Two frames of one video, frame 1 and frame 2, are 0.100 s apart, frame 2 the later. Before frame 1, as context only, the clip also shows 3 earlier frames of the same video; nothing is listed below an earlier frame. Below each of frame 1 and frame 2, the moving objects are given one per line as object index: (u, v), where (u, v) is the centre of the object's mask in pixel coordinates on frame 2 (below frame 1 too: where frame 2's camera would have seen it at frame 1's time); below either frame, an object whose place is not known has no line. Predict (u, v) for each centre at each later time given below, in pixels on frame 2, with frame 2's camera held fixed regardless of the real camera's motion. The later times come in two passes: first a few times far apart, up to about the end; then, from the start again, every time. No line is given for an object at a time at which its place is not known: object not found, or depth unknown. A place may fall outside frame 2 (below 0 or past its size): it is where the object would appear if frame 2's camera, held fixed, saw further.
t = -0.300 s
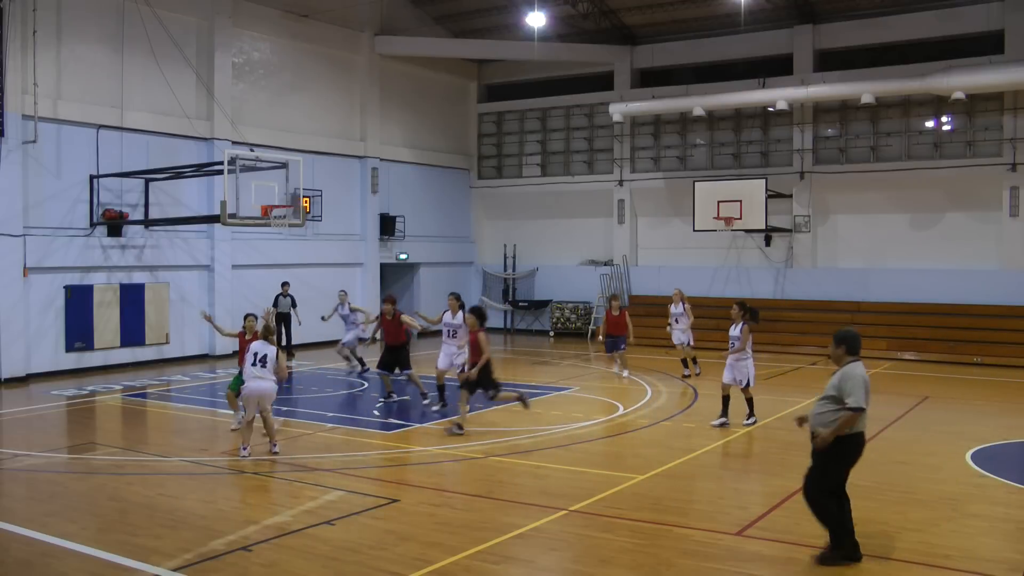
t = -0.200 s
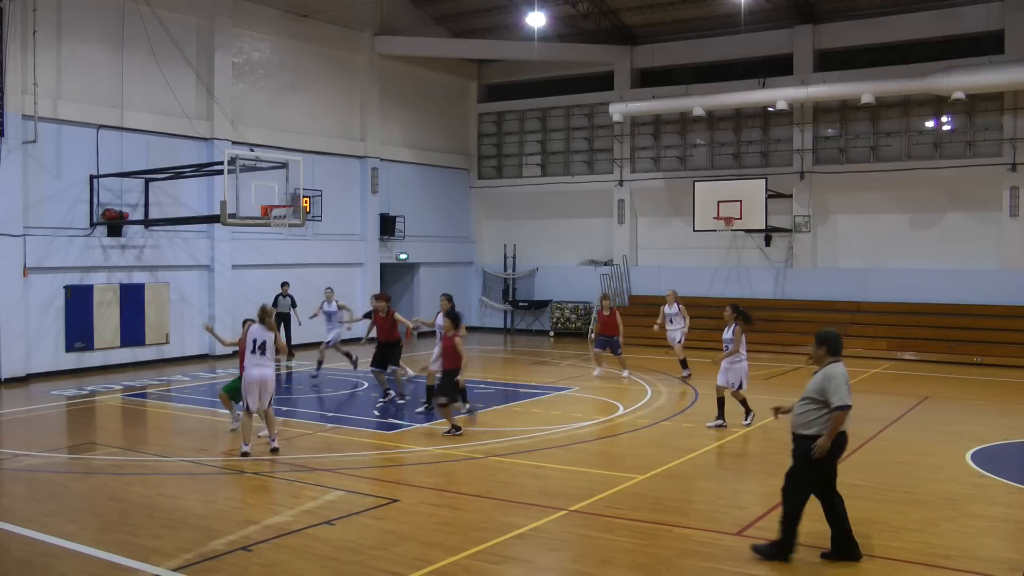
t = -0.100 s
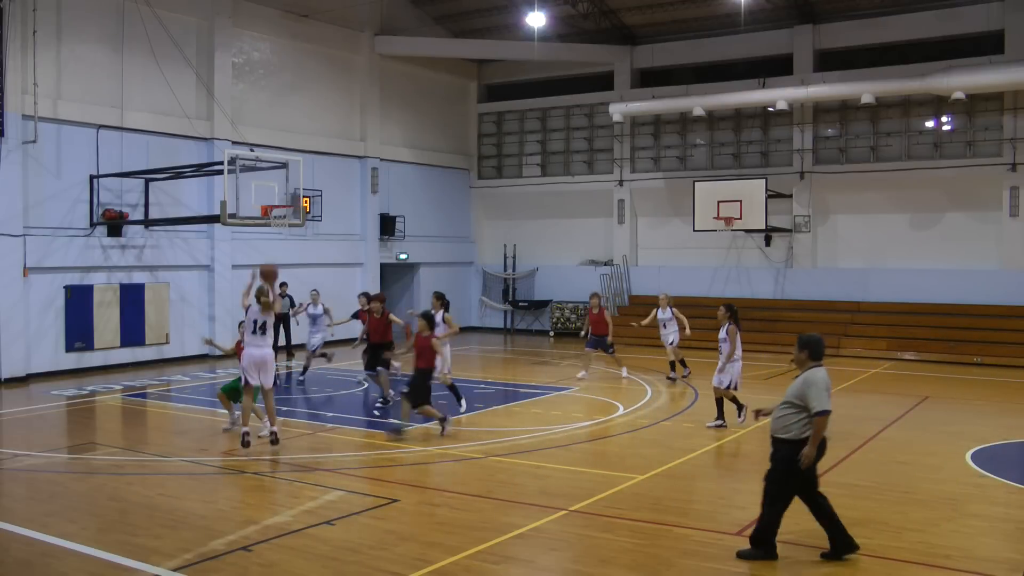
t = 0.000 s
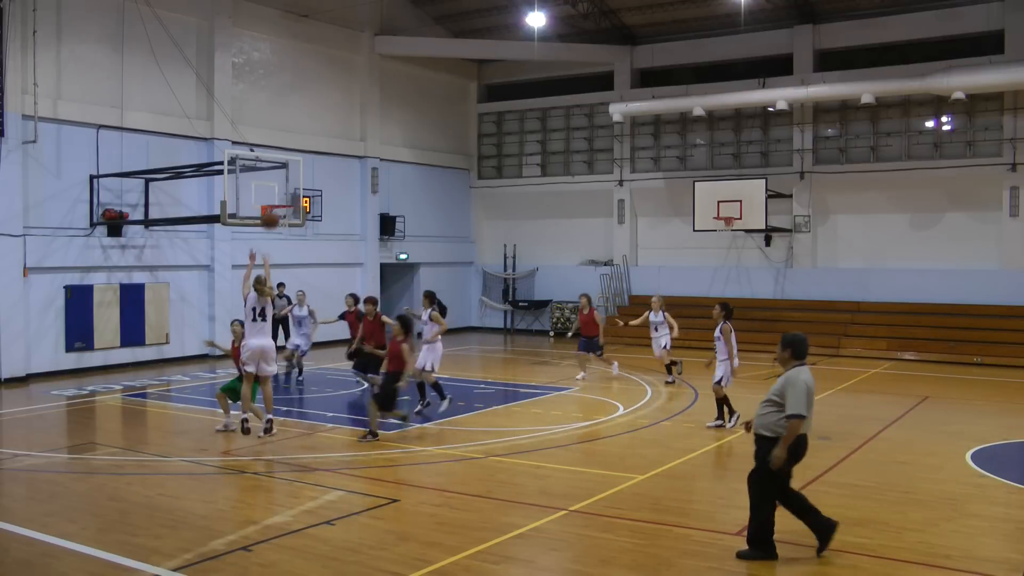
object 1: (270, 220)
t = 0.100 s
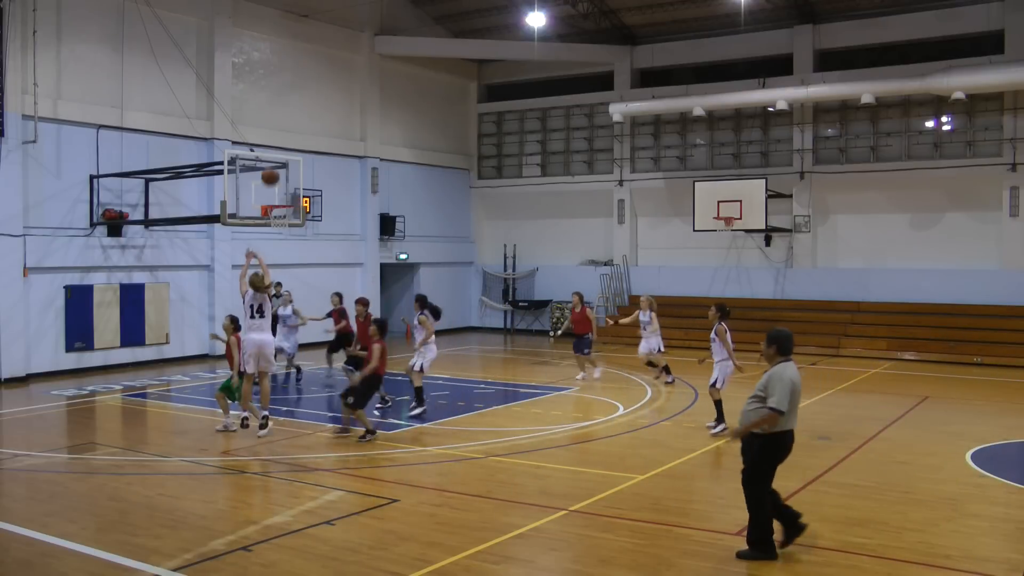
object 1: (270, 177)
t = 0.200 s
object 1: (271, 144)
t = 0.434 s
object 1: (271, 104)
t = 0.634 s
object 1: (272, 102)
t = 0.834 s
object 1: (272, 125)
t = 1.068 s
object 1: (272, 178)
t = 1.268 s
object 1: (271, 244)
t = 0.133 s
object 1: (270, 165)
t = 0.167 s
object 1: (271, 154)
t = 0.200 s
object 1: (271, 144)
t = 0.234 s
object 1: (271, 136)
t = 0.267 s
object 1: (271, 128)
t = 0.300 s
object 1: (271, 122)
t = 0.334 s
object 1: (271, 116)
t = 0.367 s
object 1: (271, 111)
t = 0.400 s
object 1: (271, 107)
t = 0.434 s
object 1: (271, 104)
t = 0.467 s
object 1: (271, 102)
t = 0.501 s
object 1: (271, 100)
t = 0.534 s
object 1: (271, 100)
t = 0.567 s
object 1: (272, 100)
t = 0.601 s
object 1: (272, 100)
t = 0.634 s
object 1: (272, 102)
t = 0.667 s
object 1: (272, 104)
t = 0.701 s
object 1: (272, 107)
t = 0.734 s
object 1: (272, 110)
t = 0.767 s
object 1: (272, 114)
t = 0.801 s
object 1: (272, 119)
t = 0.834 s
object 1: (272, 125)
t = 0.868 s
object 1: (272, 131)
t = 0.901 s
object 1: (272, 137)
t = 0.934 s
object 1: (272, 144)
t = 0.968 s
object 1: (272, 152)
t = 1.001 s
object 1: (272, 160)
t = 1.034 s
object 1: (271, 169)
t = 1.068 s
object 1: (272, 178)
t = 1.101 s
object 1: (272, 188)
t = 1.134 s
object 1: (271, 198)
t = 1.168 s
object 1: (270, 210)
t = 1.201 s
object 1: (271, 219)
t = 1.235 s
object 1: (271, 231)
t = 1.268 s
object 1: (271, 244)
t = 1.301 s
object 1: (271, 256)
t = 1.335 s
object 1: (271, 269)
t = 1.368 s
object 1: (271, 282)
